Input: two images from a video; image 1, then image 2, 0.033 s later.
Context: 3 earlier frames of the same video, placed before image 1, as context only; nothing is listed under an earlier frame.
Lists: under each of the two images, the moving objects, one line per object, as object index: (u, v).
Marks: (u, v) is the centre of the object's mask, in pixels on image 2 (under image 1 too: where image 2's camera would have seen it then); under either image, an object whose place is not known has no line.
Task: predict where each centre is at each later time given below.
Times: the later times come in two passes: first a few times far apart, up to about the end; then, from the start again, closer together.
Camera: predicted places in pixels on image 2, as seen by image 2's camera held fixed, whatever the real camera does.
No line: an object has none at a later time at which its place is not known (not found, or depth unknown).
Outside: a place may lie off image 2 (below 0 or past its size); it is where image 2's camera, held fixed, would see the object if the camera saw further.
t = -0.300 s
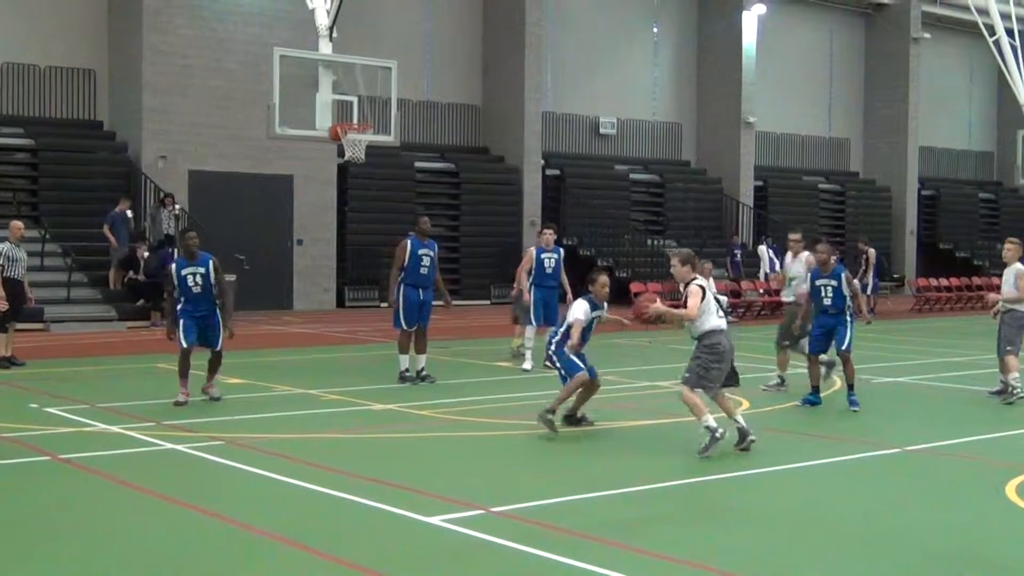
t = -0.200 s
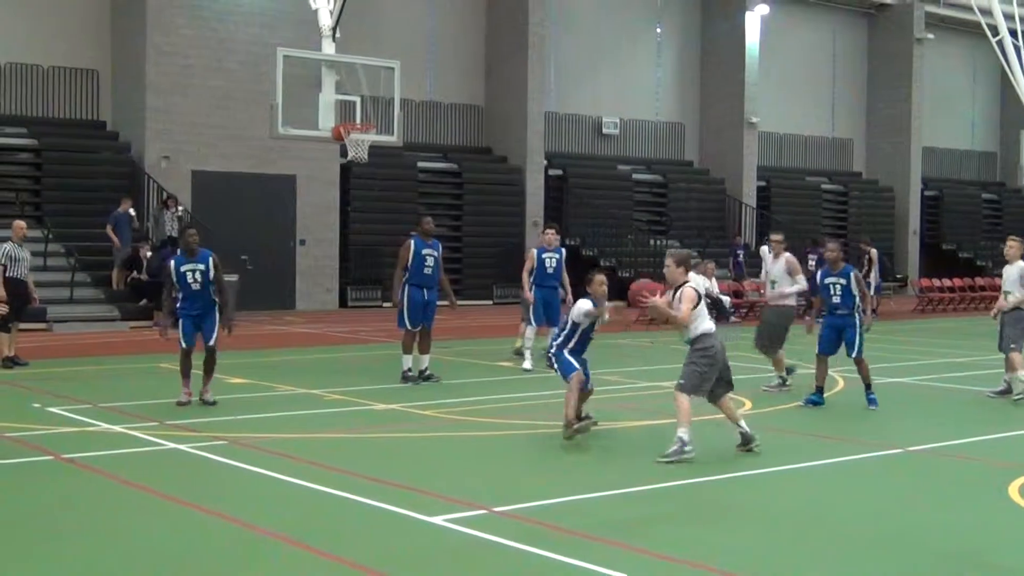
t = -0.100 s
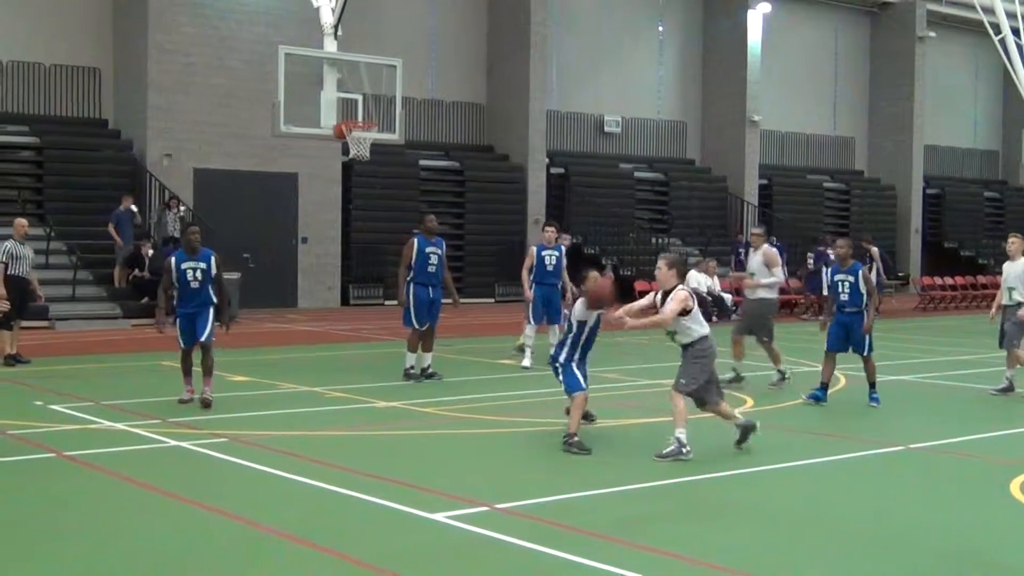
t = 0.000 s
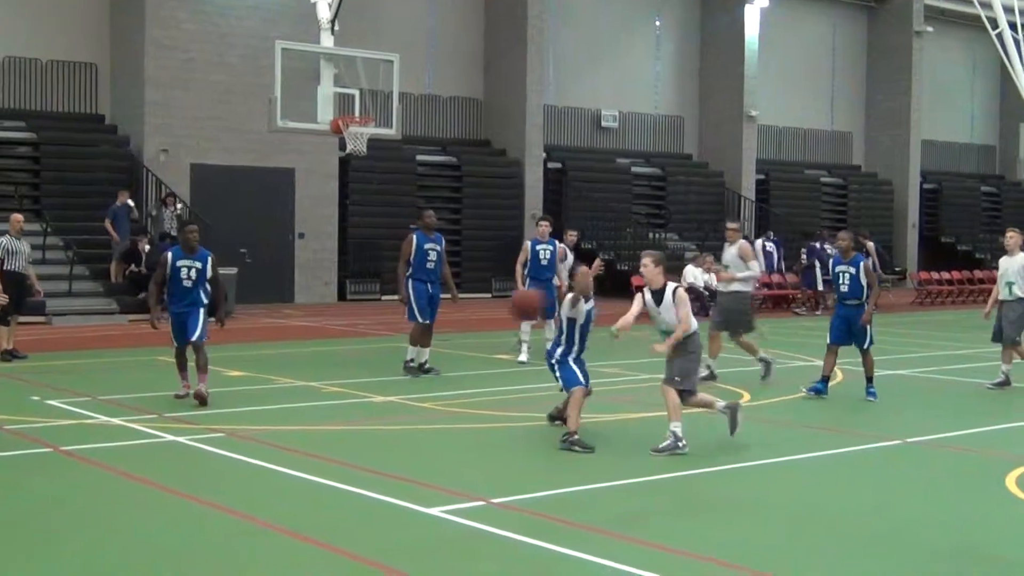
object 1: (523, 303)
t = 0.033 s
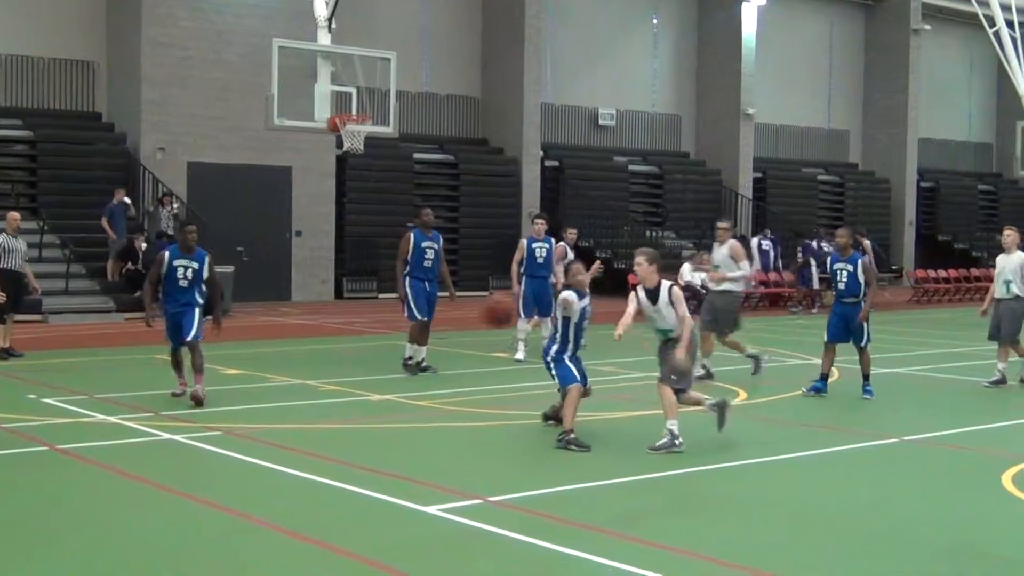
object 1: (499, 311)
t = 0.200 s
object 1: (362, 378)
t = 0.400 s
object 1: (201, 466)
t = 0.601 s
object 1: (144, 399)
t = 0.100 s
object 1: (448, 332)
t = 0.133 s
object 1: (419, 345)
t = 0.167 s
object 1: (391, 360)
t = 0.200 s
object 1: (362, 378)
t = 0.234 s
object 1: (331, 400)
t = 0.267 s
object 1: (299, 424)
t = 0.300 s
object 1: (266, 446)
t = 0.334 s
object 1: (232, 477)
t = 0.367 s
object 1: (212, 482)
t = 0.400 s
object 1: (201, 466)
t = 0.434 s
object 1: (193, 451)
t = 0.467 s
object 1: (183, 437)
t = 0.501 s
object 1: (172, 425)
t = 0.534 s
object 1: (163, 415)
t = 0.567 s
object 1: (154, 406)
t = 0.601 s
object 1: (144, 399)
